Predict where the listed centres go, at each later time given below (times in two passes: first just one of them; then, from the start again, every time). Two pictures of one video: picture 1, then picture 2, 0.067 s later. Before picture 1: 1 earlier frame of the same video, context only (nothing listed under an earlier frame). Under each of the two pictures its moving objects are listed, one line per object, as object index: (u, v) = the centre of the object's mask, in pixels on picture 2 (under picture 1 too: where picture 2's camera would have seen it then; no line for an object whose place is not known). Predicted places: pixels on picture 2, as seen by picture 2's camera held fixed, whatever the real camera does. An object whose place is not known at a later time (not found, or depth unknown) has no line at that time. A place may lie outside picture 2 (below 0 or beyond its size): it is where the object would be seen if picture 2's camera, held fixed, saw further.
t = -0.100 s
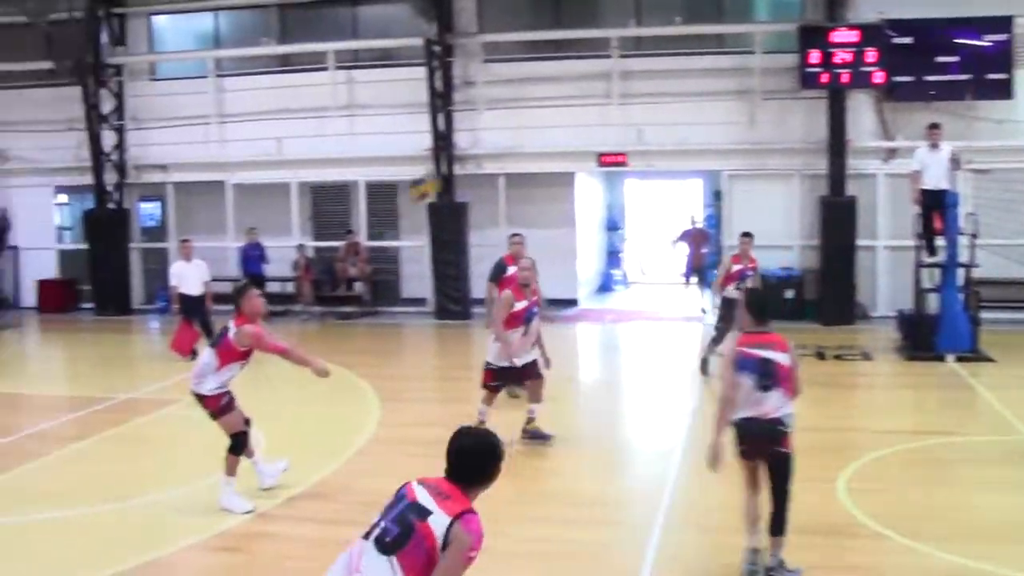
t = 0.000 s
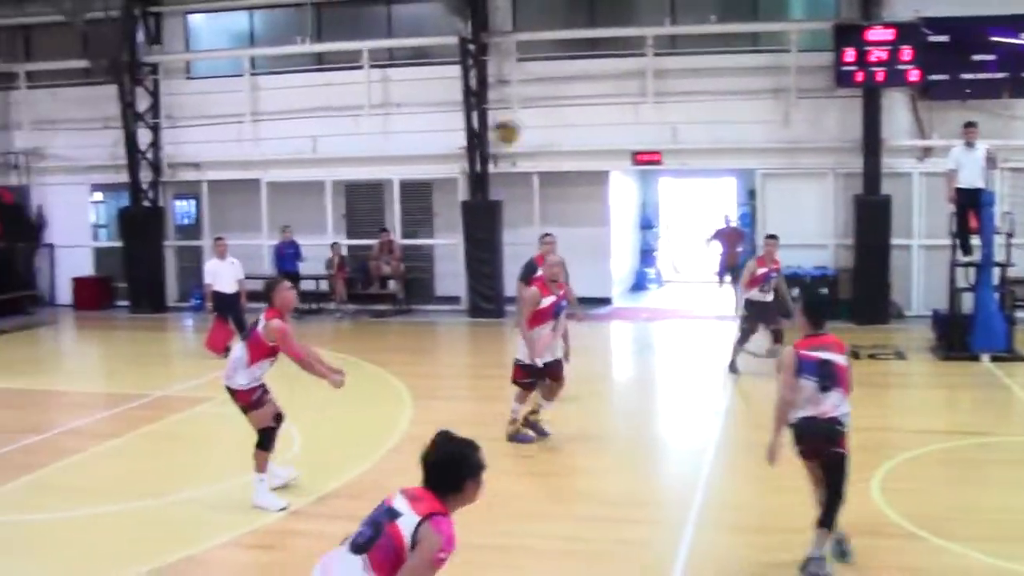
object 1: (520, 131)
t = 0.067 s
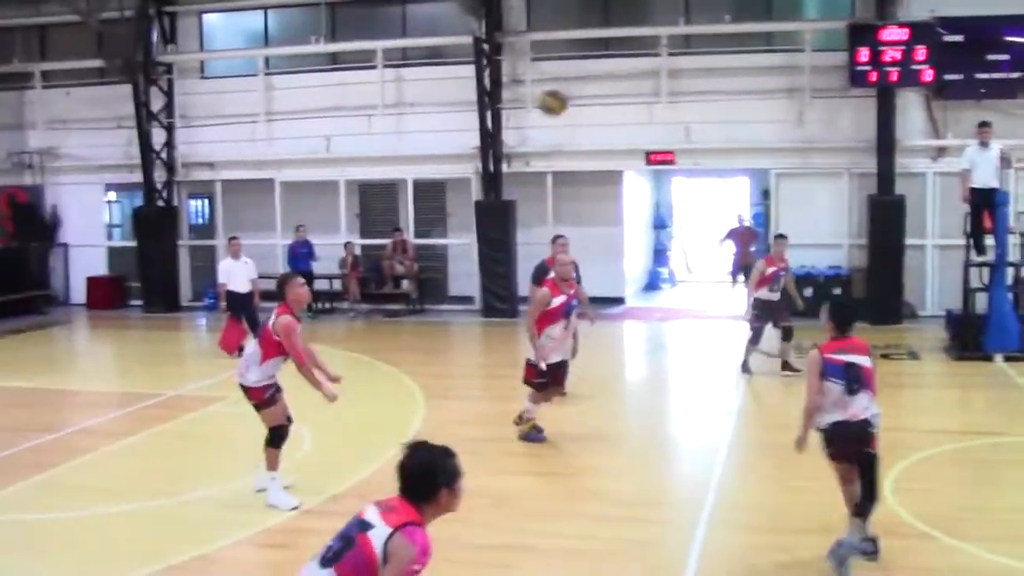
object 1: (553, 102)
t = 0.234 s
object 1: (643, 56)
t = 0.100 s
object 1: (571, 91)
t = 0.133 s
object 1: (589, 79)
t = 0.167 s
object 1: (607, 69)
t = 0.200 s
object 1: (624, 62)
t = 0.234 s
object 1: (643, 56)
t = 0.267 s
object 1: (661, 52)
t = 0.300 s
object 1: (679, 50)
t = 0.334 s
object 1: (698, 50)
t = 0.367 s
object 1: (717, 50)
